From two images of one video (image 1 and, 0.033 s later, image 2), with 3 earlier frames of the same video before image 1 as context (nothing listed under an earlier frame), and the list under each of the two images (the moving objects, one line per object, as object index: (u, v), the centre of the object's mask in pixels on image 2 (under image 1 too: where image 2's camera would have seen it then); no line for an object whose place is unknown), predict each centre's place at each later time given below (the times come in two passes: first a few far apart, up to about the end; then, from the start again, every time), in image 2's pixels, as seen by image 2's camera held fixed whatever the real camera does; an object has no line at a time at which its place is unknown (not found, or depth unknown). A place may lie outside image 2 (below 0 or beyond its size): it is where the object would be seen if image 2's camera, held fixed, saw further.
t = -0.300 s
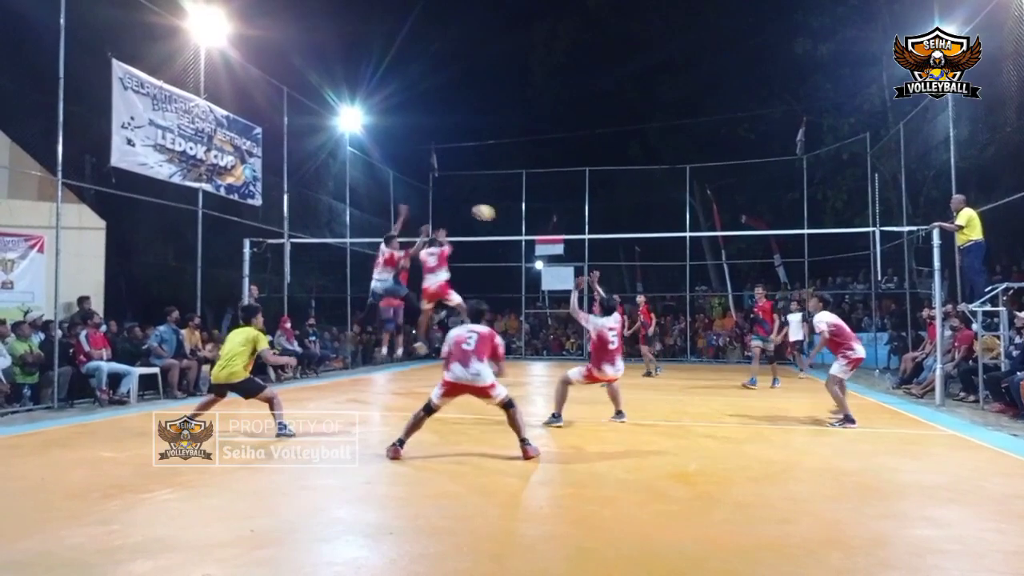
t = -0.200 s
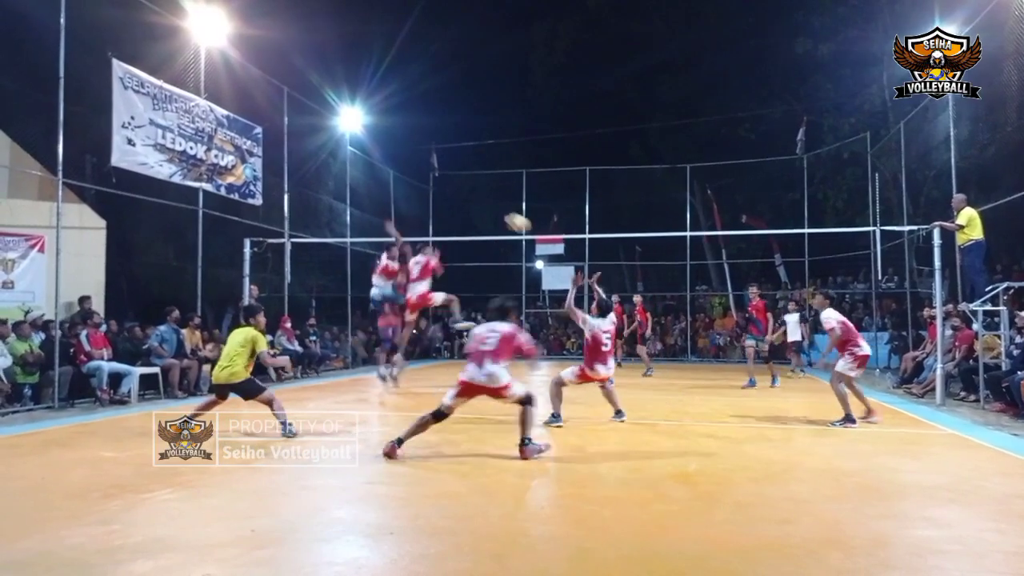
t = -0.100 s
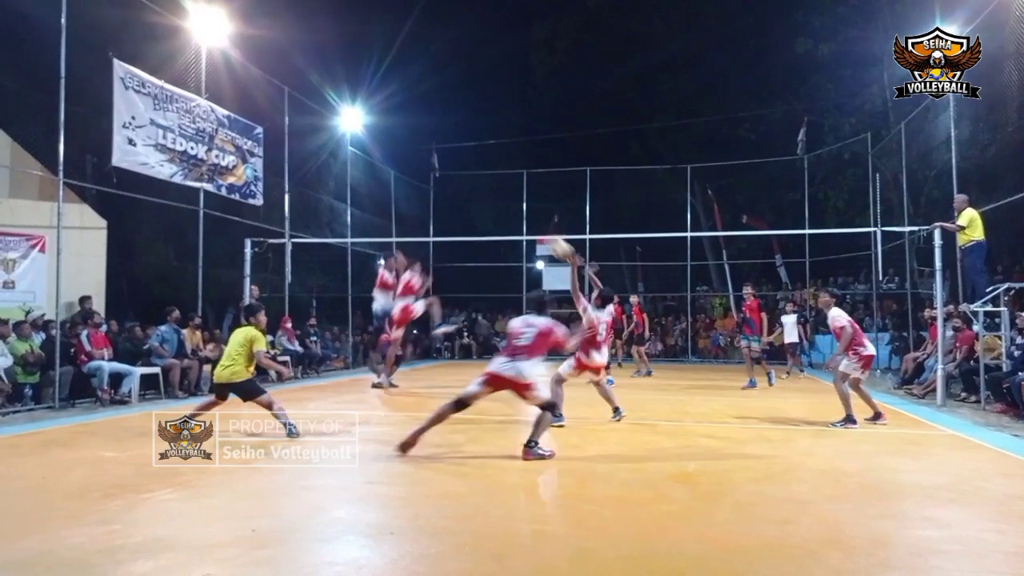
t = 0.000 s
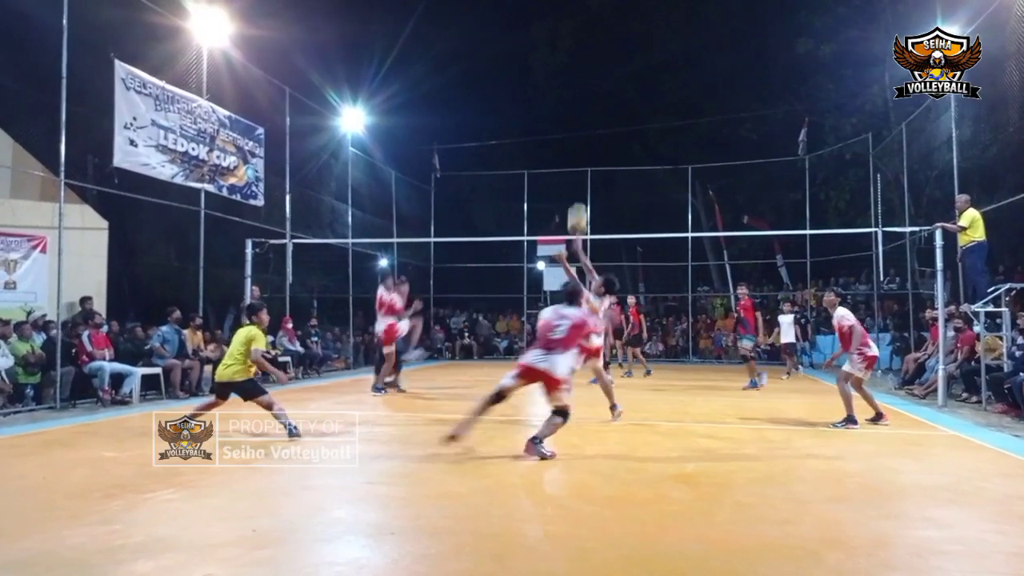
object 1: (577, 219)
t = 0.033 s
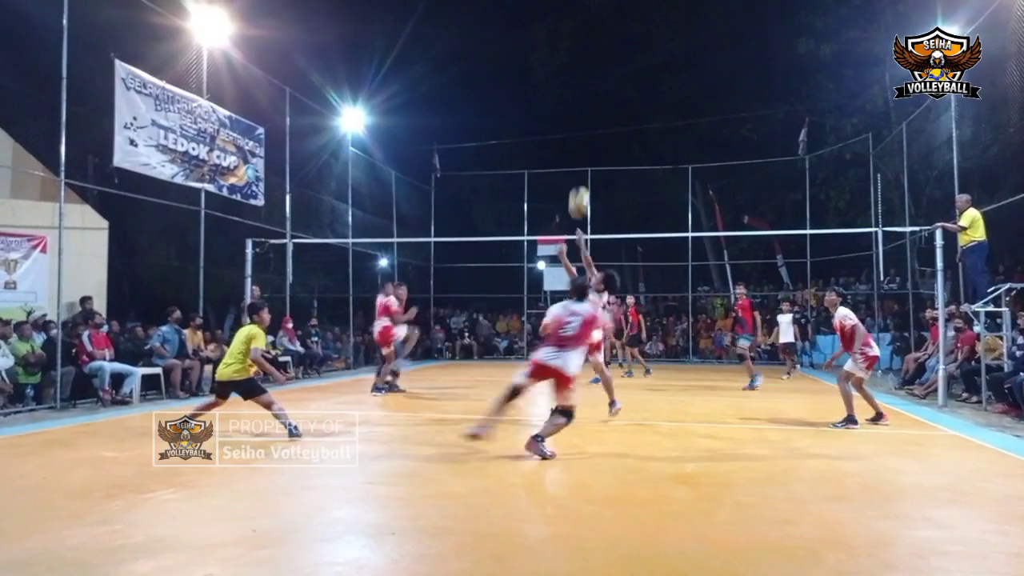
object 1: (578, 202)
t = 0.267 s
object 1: (586, 106)
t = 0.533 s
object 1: (596, 59)
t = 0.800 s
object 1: (605, 78)
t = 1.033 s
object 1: (612, 148)
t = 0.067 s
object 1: (580, 186)
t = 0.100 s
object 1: (581, 169)
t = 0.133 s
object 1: (582, 154)
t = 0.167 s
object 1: (583, 141)
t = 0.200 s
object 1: (584, 128)
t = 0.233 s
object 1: (585, 117)
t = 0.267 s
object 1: (586, 106)
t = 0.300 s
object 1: (587, 97)
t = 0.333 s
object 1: (589, 89)
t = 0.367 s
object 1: (590, 81)
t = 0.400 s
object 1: (591, 75)
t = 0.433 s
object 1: (592, 69)
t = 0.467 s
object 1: (593, 65)
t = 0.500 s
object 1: (595, 62)
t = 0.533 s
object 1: (596, 59)
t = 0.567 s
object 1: (597, 58)
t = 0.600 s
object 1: (598, 58)
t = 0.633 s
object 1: (599, 59)
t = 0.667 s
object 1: (601, 61)
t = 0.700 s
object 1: (602, 63)
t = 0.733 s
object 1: (603, 67)
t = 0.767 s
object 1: (604, 72)
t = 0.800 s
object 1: (605, 78)
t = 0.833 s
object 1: (606, 85)
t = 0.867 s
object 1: (607, 93)
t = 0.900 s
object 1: (608, 102)
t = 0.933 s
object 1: (609, 112)
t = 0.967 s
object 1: (610, 123)
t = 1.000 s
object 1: (611, 135)
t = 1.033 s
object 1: (612, 148)
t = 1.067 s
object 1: (613, 163)
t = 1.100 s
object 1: (613, 178)
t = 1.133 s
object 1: (614, 194)
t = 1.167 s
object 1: (615, 211)
